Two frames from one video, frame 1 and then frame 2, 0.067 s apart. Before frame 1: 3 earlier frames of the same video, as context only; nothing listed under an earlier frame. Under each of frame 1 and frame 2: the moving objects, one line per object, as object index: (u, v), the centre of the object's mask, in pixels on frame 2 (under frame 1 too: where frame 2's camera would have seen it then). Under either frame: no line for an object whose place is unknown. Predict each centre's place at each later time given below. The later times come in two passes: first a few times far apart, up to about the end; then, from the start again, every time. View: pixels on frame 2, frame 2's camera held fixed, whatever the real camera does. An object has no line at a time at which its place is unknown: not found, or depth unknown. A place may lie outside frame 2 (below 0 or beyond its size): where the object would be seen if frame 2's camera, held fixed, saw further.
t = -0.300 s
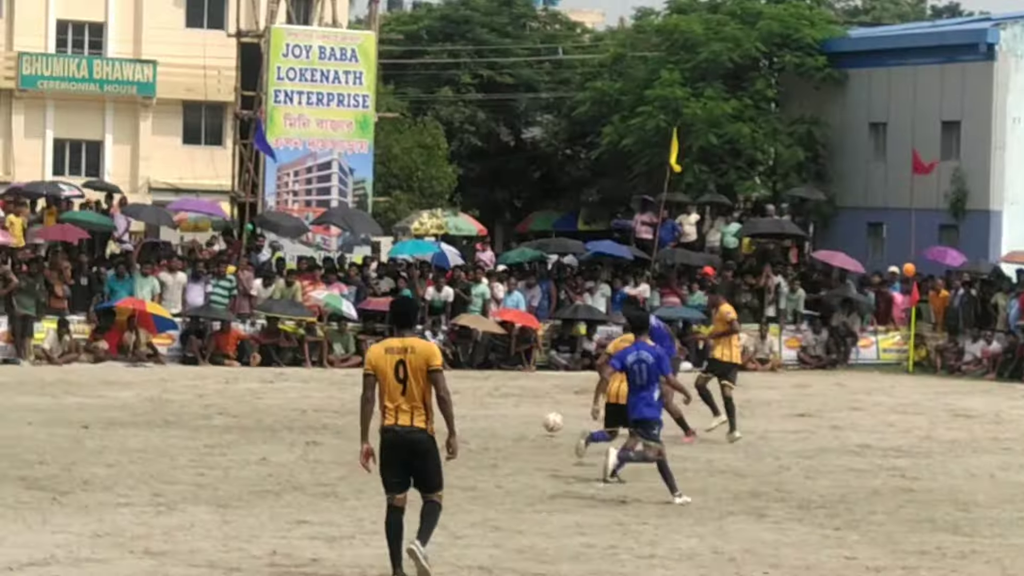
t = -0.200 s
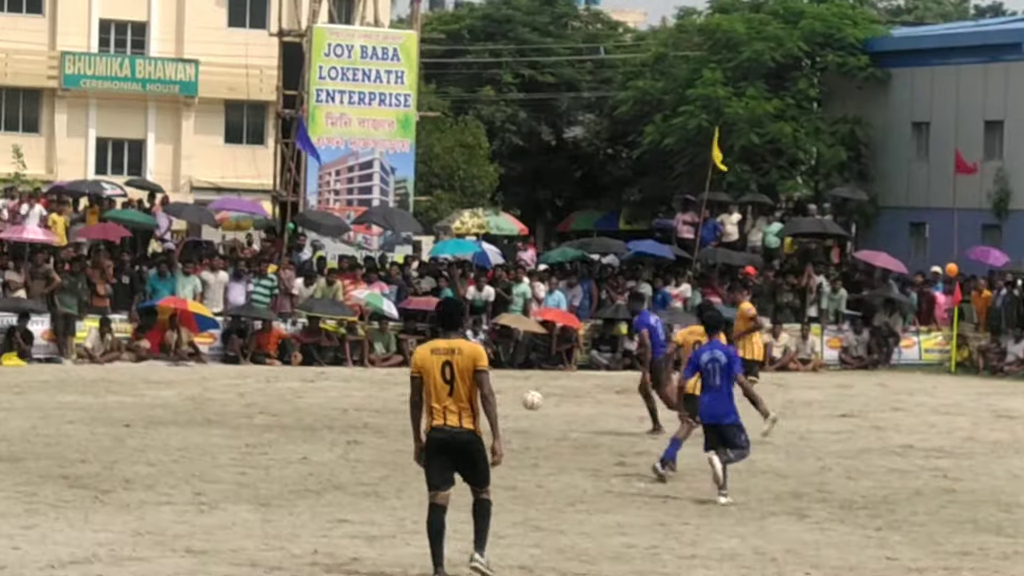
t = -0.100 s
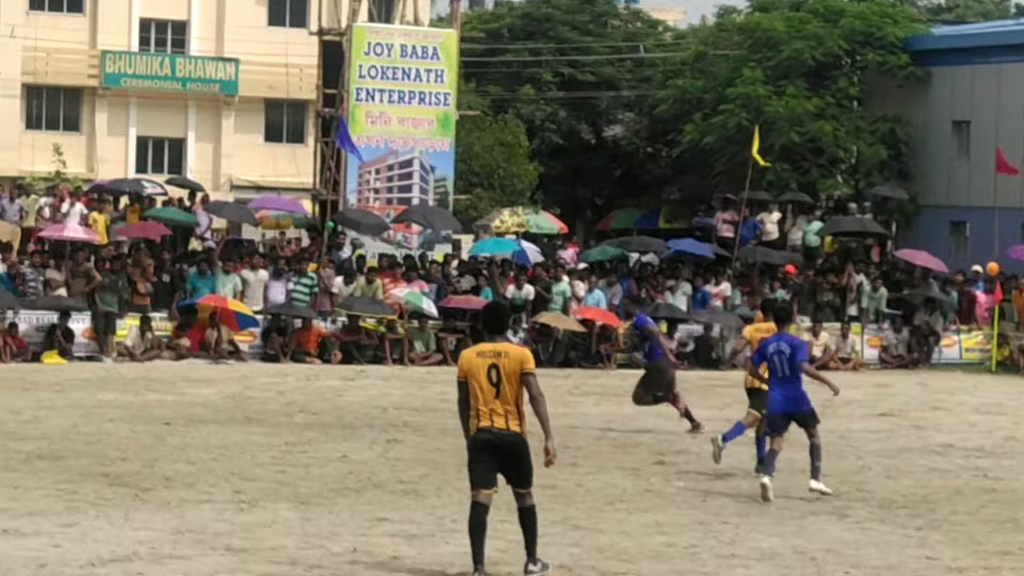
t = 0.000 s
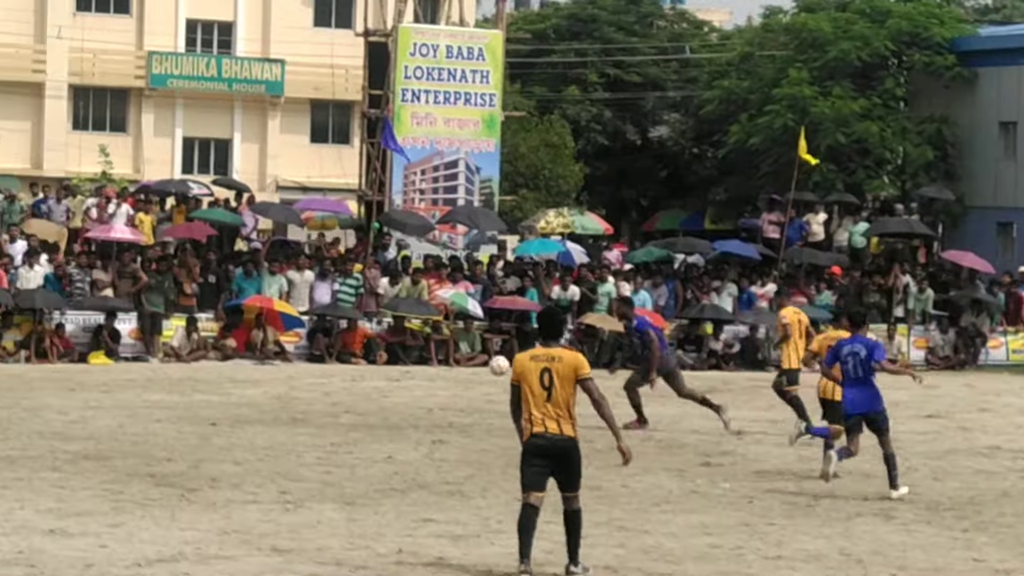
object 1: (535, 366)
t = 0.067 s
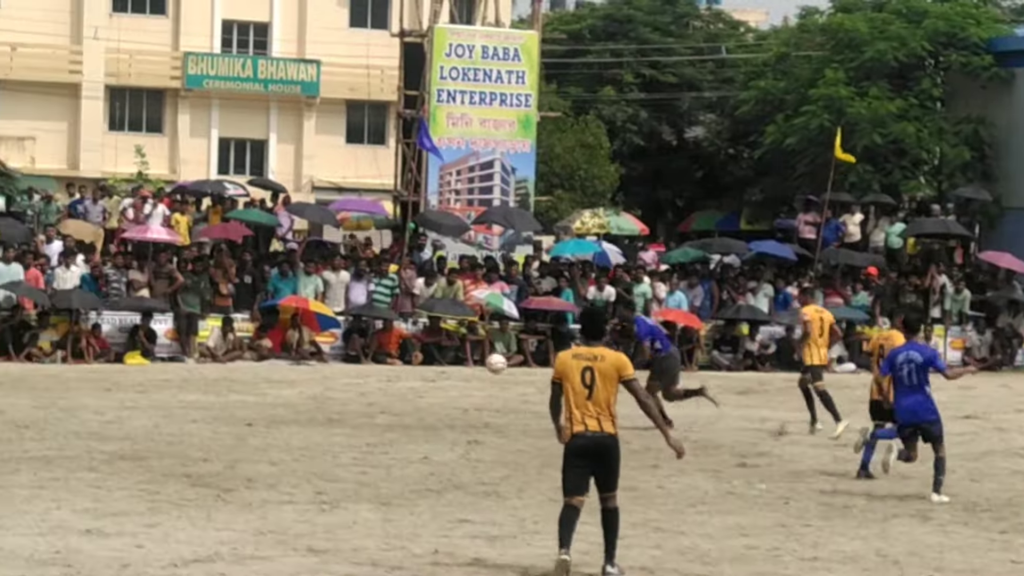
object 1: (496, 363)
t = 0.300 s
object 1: (363, 387)
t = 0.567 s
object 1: (218, 387)
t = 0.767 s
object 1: (112, 392)
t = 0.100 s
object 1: (477, 363)
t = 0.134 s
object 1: (457, 365)
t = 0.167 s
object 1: (438, 367)
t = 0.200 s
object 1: (419, 370)
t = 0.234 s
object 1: (400, 375)
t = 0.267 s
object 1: (382, 380)
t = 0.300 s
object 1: (363, 387)
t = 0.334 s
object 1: (345, 395)
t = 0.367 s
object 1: (326, 402)
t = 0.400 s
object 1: (307, 411)
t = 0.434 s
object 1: (290, 405)
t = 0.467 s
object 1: (272, 398)
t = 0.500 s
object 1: (254, 393)
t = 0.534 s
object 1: (236, 390)
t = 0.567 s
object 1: (218, 387)
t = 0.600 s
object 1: (201, 385)
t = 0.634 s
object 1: (182, 384)
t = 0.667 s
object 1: (165, 385)
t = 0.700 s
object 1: (147, 386)
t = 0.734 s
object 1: (130, 389)
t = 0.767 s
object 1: (112, 392)
